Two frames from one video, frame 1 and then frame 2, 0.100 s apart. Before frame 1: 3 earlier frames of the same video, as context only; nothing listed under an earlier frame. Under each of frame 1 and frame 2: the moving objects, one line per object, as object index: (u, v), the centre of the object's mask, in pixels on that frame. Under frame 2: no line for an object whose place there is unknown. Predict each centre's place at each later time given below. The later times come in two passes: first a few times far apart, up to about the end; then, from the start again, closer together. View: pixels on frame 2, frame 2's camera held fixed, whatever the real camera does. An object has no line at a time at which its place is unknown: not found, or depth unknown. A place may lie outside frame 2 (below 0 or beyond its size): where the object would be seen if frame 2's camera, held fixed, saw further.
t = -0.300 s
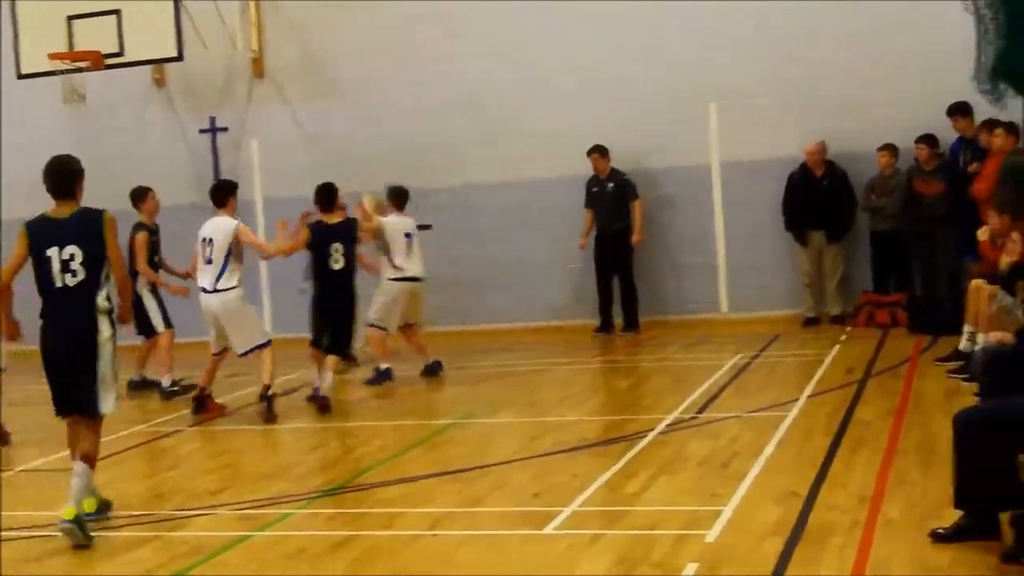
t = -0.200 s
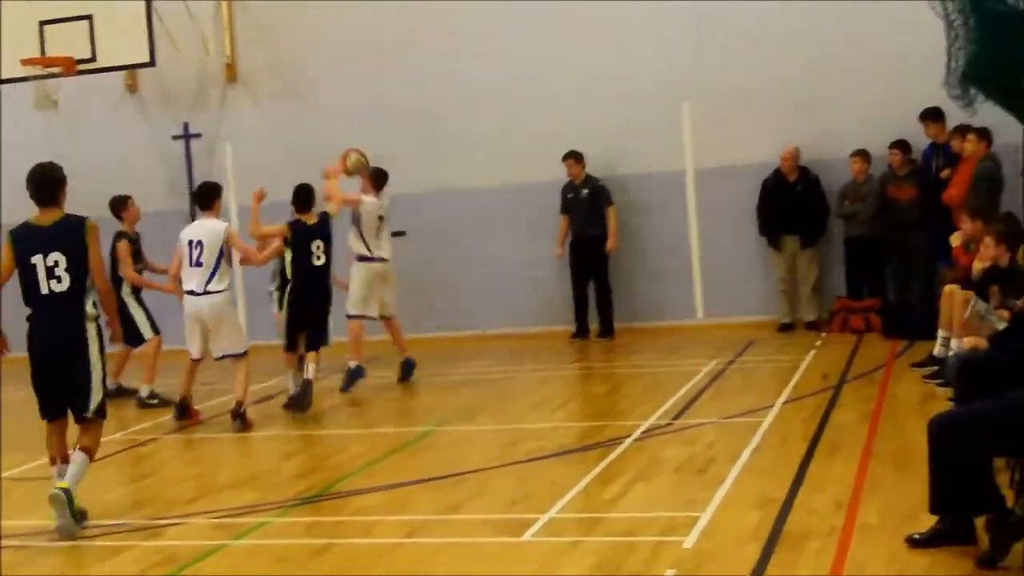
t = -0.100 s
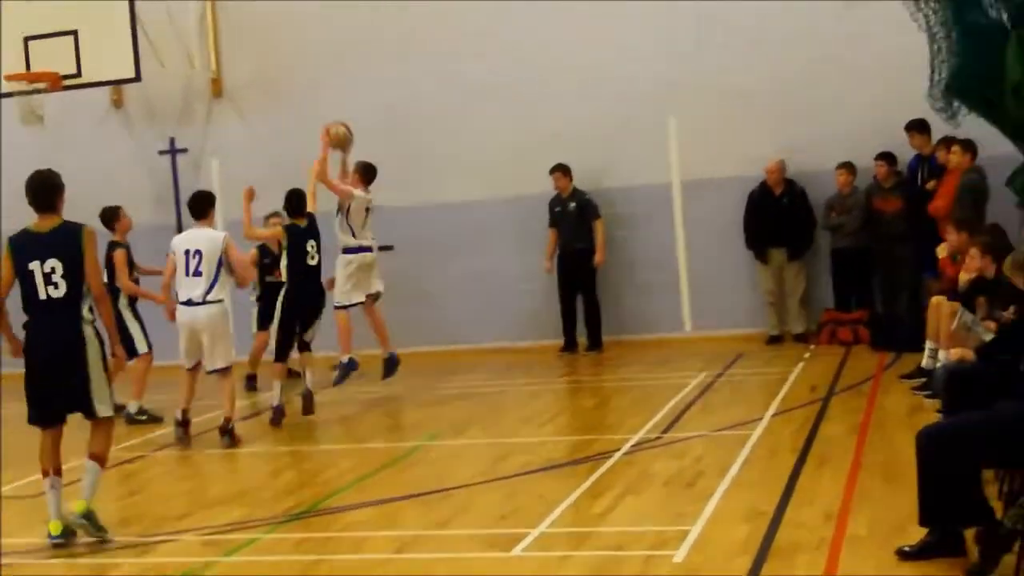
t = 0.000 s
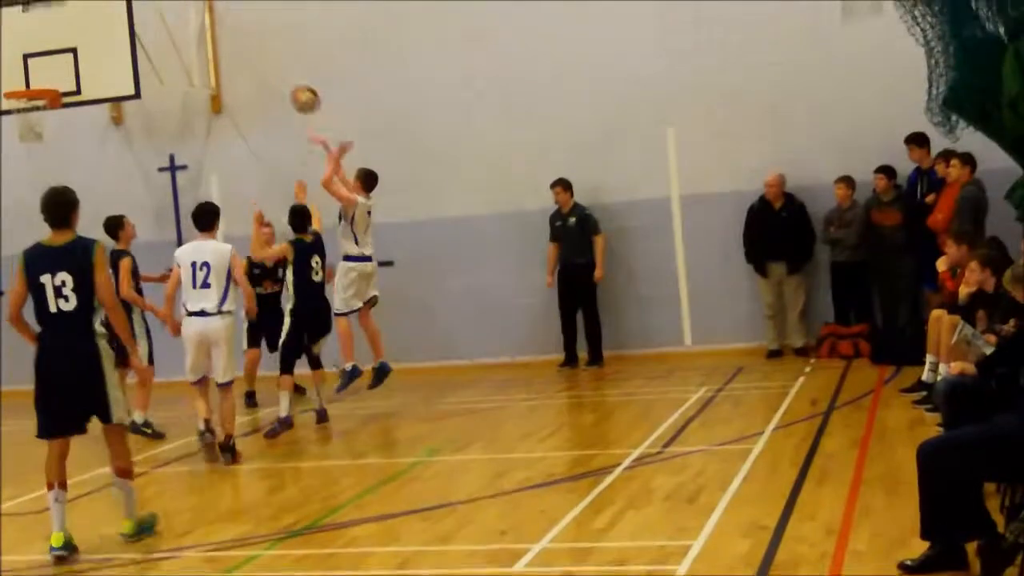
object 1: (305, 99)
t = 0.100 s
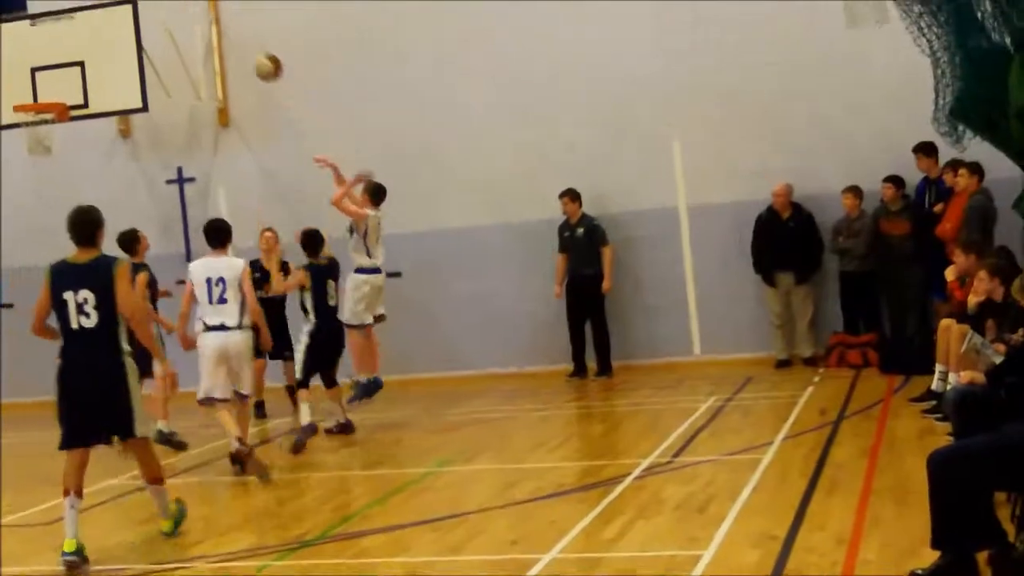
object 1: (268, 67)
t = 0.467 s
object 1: (126, 4)
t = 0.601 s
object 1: (80, 18)
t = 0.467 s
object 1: (126, 4)
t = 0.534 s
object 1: (102, 9)
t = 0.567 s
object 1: (92, 14)
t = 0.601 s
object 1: (80, 18)
